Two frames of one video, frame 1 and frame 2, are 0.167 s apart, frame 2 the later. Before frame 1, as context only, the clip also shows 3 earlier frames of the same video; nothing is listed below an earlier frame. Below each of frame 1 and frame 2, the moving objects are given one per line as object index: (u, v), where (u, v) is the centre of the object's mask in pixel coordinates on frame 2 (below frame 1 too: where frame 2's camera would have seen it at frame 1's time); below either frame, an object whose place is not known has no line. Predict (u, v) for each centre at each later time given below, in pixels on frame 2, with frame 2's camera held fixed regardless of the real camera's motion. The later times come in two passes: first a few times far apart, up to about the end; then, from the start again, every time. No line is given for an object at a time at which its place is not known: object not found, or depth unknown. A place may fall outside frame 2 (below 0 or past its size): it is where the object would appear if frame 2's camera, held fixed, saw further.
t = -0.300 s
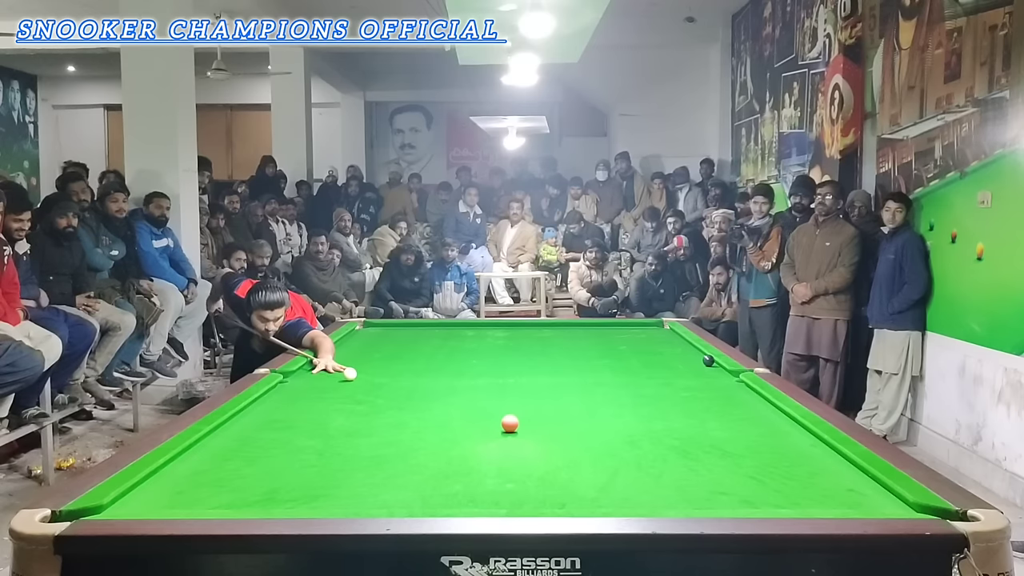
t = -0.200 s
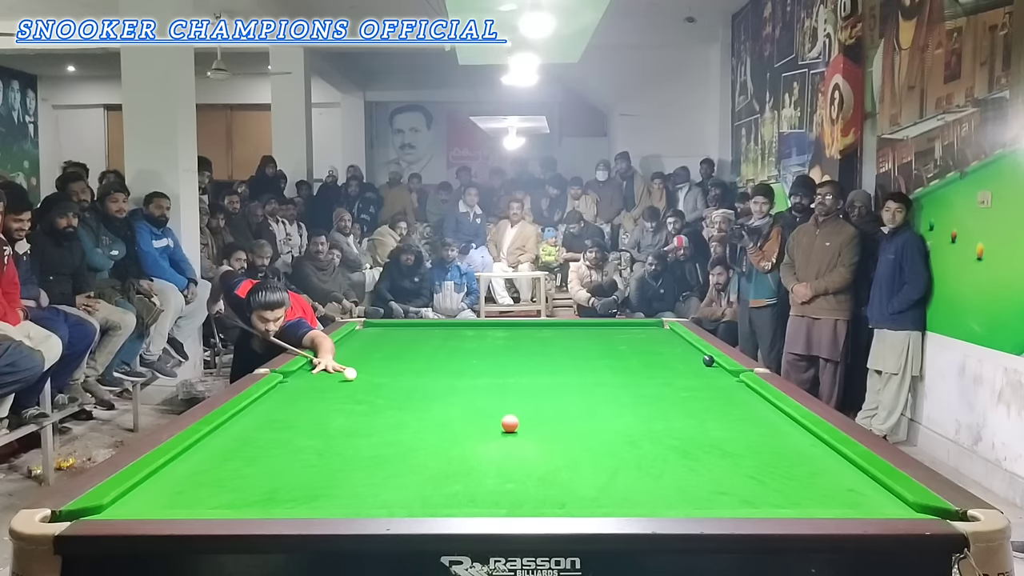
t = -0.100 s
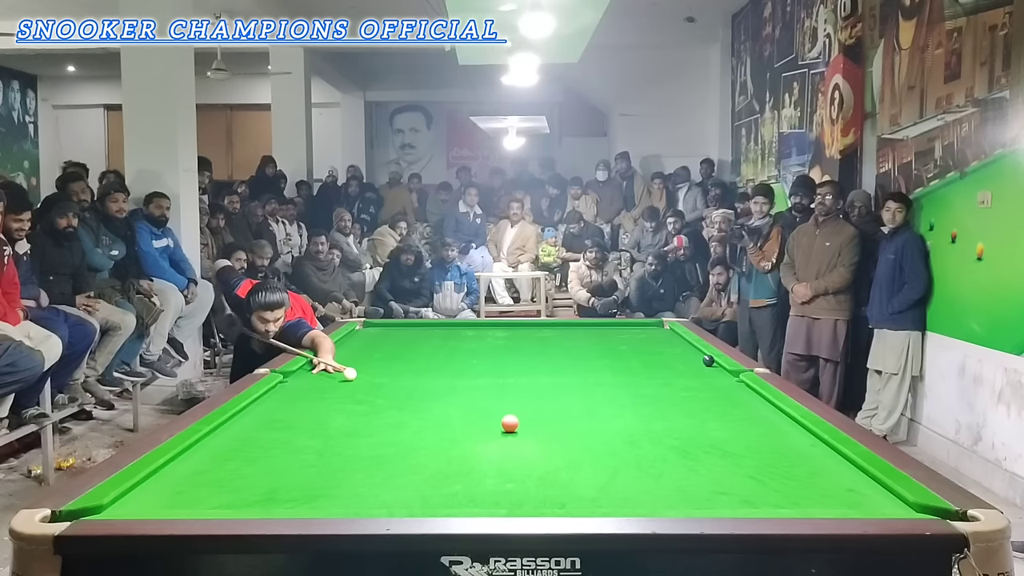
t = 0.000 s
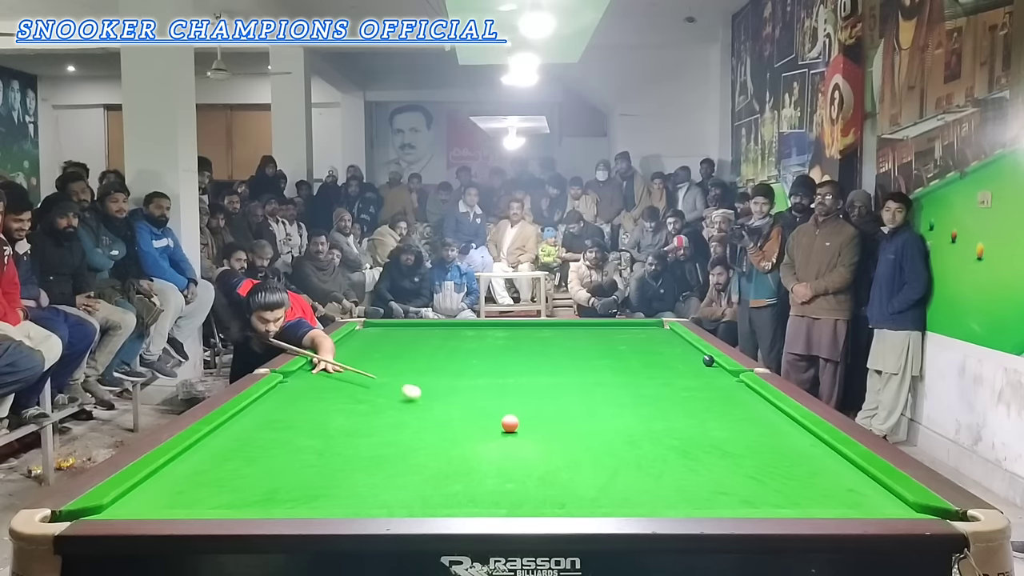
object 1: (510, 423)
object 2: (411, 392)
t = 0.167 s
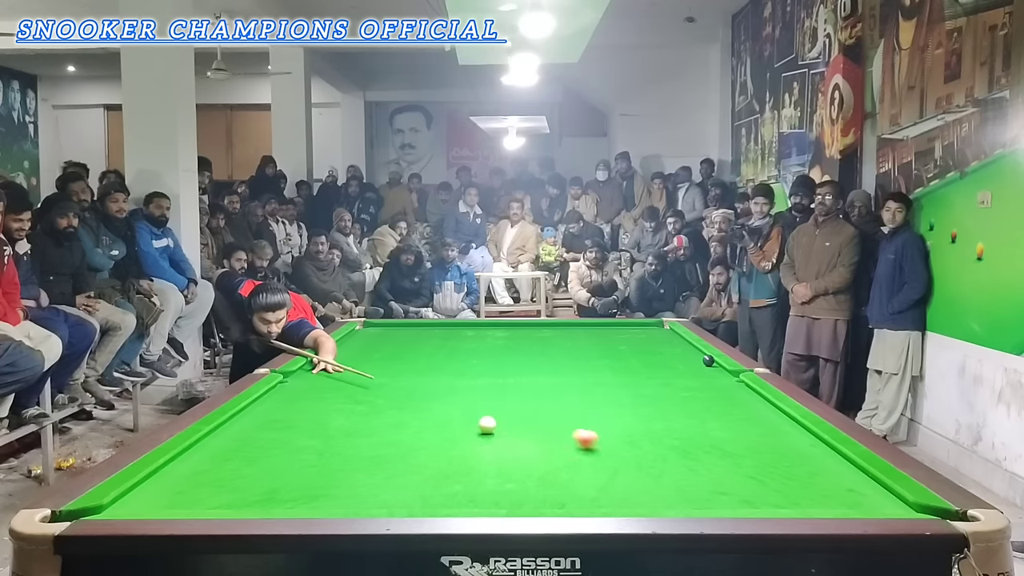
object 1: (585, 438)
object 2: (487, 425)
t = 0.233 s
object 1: (675, 457)
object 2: (479, 430)
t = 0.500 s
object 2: (478, 462)
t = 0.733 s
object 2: (500, 501)
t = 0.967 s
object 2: (516, 484)
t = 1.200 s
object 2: (528, 458)
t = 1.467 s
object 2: (539, 434)
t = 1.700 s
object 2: (546, 417)
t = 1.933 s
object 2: (553, 403)
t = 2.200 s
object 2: (559, 389)
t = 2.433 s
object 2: (564, 380)
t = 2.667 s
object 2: (569, 371)
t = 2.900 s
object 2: (572, 364)
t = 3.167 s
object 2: (576, 357)
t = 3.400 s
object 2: (579, 351)
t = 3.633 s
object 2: (582, 346)
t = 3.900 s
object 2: (584, 341)
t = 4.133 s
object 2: (587, 337)
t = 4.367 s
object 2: (589, 334)
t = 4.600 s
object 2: (590, 330)
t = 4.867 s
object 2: (592, 327)
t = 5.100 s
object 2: (594, 325)
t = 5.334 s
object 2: (595, 324)
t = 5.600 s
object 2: (599, 325)
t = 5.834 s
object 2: (601, 327)
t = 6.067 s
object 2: (603, 328)
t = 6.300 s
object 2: (605, 329)
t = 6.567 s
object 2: (607, 330)
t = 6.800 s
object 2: (608, 332)
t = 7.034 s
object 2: (609, 332)
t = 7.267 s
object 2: (610, 333)
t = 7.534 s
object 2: (611, 333)
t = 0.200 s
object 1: (629, 447)
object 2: (483, 427)
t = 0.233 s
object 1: (675, 457)
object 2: (479, 430)
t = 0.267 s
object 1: (724, 468)
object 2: (476, 433)
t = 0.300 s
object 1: (777, 479)
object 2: (473, 436)
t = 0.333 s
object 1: (833, 492)
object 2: (472, 440)
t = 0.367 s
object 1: (894, 502)
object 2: (472, 444)
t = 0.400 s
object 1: (936, 512)
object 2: (472, 448)
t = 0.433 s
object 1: (967, 518)
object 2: (473, 452)
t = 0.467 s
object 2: (476, 457)
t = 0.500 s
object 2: (478, 462)
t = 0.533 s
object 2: (481, 468)
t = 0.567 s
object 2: (484, 473)
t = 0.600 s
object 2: (486, 479)
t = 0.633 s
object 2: (490, 485)
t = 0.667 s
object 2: (493, 492)
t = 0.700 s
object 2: (496, 497)
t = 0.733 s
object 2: (500, 501)
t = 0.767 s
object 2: (504, 504)
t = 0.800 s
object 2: (506, 503)
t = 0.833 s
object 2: (508, 500)
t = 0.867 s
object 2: (510, 497)
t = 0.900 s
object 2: (512, 493)
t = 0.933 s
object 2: (515, 489)
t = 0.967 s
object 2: (516, 484)
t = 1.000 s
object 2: (518, 480)
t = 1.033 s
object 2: (520, 476)
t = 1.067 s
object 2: (522, 472)
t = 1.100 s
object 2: (523, 468)
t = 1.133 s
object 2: (525, 465)
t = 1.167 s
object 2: (527, 461)
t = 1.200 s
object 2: (528, 458)
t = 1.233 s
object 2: (529, 454)
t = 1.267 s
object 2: (531, 451)
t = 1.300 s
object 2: (532, 448)
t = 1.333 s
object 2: (533, 445)
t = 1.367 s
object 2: (535, 442)
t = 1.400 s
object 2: (536, 439)
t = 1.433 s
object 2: (537, 436)
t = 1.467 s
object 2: (539, 434)
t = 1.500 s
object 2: (540, 431)
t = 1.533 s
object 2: (541, 429)
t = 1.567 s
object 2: (542, 426)
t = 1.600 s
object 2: (543, 423)
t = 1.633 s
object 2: (544, 421)
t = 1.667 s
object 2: (546, 419)
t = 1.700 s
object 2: (546, 417)
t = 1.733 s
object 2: (547, 415)
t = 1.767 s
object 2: (549, 413)
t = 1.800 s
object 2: (549, 411)
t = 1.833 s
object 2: (550, 409)
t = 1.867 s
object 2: (551, 407)
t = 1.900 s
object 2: (552, 405)
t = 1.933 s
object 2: (553, 403)
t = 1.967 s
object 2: (554, 402)
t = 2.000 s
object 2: (555, 399)
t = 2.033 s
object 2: (556, 398)
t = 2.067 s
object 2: (556, 396)
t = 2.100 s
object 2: (557, 394)
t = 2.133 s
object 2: (558, 393)
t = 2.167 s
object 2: (559, 391)
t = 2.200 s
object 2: (559, 389)
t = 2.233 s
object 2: (560, 388)
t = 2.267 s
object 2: (561, 387)
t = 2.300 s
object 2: (562, 385)
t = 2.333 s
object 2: (563, 384)
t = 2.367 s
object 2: (563, 382)
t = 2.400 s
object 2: (564, 381)
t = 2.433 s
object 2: (564, 380)
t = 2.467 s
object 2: (565, 378)
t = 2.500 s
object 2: (566, 377)
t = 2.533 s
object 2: (566, 376)
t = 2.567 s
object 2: (567, 375)
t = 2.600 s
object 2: (567, 374)
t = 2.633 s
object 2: (568, 372)
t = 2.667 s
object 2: (569, 371)
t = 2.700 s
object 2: (569, 370)
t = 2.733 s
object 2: (570, 369)
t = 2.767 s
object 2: (570, 368)
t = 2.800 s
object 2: (571, 367)
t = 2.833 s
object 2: (571, 366)
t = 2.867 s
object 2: (572, 365)
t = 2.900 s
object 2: (572, 364)
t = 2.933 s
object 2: (573, 363)
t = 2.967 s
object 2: (573, 362)
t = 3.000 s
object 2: (574, 361)
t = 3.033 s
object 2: (574, 360)
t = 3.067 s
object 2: (575, 359)
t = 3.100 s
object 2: (575, 359)
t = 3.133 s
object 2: (576, 358)
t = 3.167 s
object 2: (576, 357)
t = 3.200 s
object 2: (577, 356)
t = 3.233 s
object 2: (577, 355)
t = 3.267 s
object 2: (577, 354)
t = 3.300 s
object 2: (578, 353)
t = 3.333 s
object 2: (578, 353)
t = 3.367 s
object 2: (579, 352)
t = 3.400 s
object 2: (579, 351)
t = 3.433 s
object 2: (579, 350)
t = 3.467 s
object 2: (580, 350)
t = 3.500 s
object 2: (580, 349)
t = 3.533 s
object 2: (580, 348)
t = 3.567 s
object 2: (581, 348)
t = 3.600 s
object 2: (581, 347)
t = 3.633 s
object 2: (582, 346)
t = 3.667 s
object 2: (582, 345)
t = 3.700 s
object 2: (582, 345)
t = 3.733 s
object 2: (583, 344)
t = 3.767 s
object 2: (583, 343)
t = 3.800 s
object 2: (583, 343)
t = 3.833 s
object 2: (584, 342)
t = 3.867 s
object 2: (584, 342)
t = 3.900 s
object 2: (584, 341)
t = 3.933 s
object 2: (585, 341)
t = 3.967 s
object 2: (585, 340)
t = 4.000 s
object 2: (585, 339)
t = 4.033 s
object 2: (586, 339)
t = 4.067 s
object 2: (586, 338)
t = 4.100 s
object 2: (586, 338)
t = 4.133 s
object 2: (587, 337)
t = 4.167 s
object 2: (587, 337)
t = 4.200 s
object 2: (587, 336)
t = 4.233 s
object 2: (587, 336)
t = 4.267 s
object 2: (588, 335)
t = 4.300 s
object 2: (588, 335)
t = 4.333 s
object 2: (588, 334)
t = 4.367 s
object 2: (589, 334)
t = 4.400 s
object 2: (589, 333)
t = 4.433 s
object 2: (589, 333)
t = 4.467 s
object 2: (590, 332)
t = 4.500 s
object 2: (590, 332)
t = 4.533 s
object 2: (590, 331)
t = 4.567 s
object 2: (590, 331)
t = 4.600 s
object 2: (590, 330)
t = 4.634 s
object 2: (591, 330)
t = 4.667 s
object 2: (591, 330)
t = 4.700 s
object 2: (591, 329)
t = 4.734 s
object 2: (592, 329)
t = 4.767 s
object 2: (592, 328)
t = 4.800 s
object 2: (592, 328)
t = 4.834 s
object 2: (592, 328)
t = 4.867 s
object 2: (592, 327)
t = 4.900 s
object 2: (593, 327)
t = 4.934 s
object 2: (593, 326)
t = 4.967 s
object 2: (593, 326)
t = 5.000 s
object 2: (593, 326)
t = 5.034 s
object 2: (593, 325)
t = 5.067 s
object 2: (594, 325)
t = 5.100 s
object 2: (594, 325)
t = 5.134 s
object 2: (594, 324)
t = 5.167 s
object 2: (594, 324)
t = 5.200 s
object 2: (594, 324)
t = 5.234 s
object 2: (595, 323)
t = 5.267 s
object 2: (595, 323)
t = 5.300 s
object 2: (595, 324)
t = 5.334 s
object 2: (595, 324)
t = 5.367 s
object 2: (596, 324)
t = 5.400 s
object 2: (596, 324)
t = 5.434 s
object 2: (597, 324)
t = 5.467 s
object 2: (597, 324)
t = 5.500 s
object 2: (598, 325)
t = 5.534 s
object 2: (598, 325)
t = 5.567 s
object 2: (598, 325)
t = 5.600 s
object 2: (599, 325)
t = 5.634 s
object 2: (599, 325)
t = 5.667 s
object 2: (600, 325)
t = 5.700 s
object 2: (600, 326)
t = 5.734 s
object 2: (600, 326)
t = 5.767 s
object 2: (600, 326)
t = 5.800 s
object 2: (601, 326)
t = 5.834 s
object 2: (601, 327)
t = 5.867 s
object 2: (601, 327)
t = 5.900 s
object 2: (602, 327)
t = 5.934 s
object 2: (602, 327)
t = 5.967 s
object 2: (602, 327)
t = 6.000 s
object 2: (603, 328)
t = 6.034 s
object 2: (603, 328)
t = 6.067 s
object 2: (603, 328)
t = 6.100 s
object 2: (603, 328)
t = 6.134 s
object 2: (604, 328)
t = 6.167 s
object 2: (604, 329)
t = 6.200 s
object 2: (604, 329)
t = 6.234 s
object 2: (604, 329)
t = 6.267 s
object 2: (605, 329)
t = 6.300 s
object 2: (605, 329)
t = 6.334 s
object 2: (605, 329)
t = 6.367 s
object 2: (605, 329)
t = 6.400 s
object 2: (606, 330)
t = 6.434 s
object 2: (606, 330)
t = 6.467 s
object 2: (606, 330)
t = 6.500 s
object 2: (606, 330)
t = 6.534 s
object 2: (606, 330)
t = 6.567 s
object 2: (607, 330)
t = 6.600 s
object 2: (607, 330)
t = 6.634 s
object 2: (607, 330)
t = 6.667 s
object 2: (607, 331)
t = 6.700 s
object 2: (608, 331)
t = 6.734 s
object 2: (608, 331)
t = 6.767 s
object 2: (608, 331)
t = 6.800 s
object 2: (608, 332)
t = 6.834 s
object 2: (608, 332)
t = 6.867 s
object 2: (608, 332)
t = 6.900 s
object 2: (609, 332)
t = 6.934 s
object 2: (609, 332)
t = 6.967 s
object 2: (609, 332)
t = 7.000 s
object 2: (609, 332)
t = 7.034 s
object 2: (609, 332)
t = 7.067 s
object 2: (609, 332)
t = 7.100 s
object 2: (609, 332)
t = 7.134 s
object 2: (609, 332)
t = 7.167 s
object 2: (610, 333)
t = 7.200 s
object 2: (610, 333)
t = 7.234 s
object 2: (610, 333)
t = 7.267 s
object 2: (610, 333)
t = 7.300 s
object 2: (610, 333)
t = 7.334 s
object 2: (610, 333)
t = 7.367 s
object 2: (610, 333)
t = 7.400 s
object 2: (610, 333)
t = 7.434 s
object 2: (610, 333)
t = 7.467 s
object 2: (611, 333)
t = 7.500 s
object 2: (611, 333)
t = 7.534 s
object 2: (611, 333)
